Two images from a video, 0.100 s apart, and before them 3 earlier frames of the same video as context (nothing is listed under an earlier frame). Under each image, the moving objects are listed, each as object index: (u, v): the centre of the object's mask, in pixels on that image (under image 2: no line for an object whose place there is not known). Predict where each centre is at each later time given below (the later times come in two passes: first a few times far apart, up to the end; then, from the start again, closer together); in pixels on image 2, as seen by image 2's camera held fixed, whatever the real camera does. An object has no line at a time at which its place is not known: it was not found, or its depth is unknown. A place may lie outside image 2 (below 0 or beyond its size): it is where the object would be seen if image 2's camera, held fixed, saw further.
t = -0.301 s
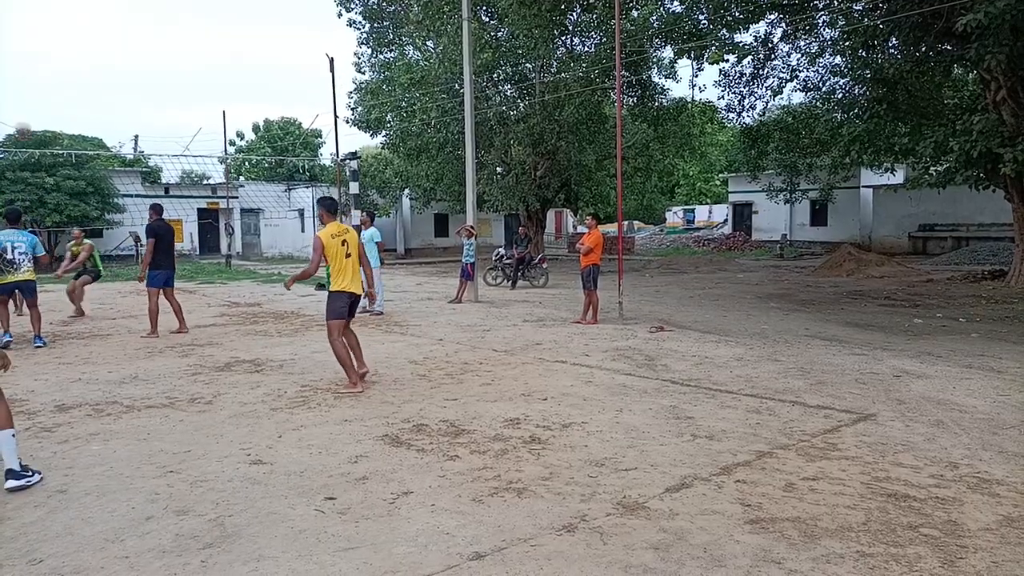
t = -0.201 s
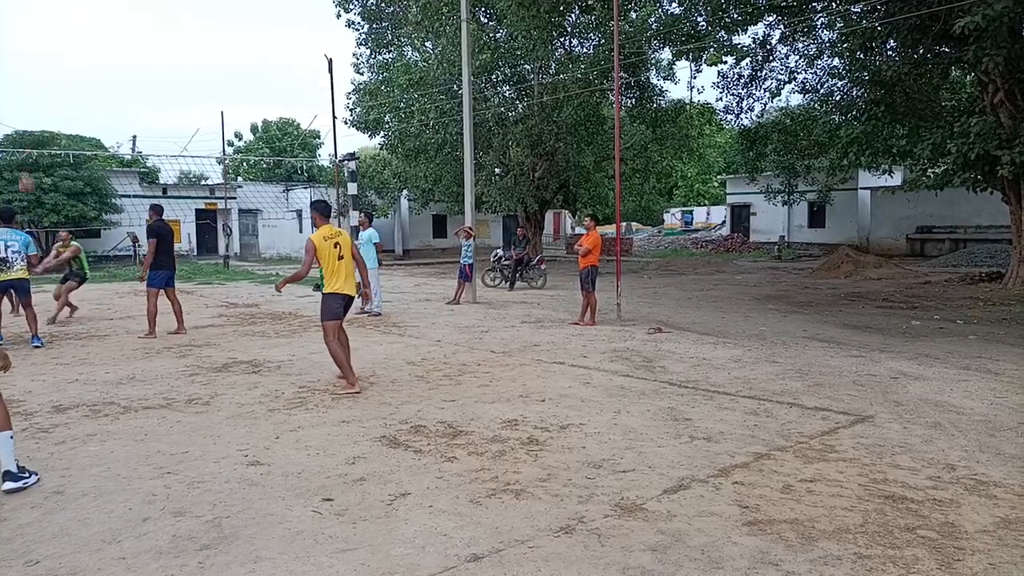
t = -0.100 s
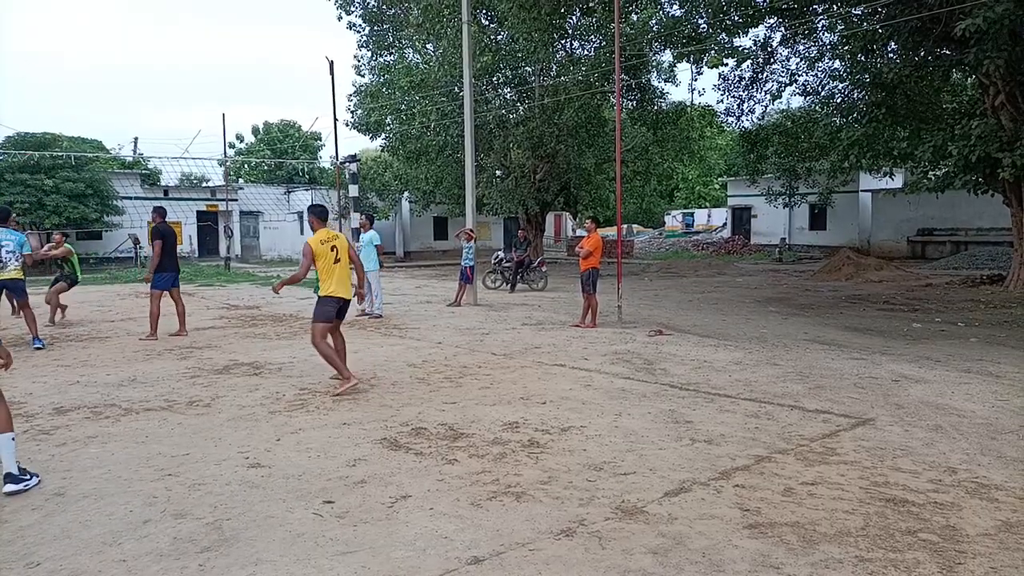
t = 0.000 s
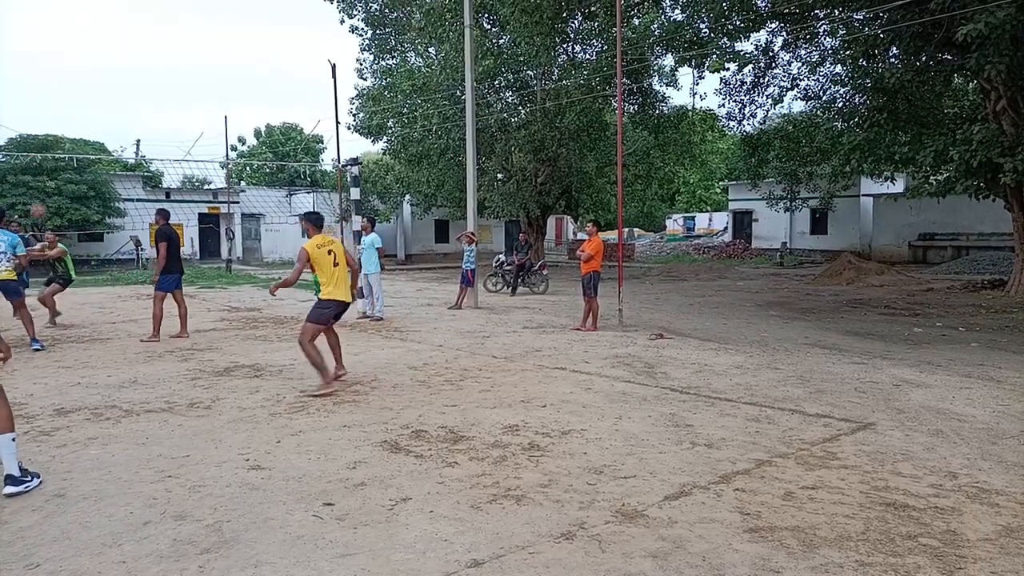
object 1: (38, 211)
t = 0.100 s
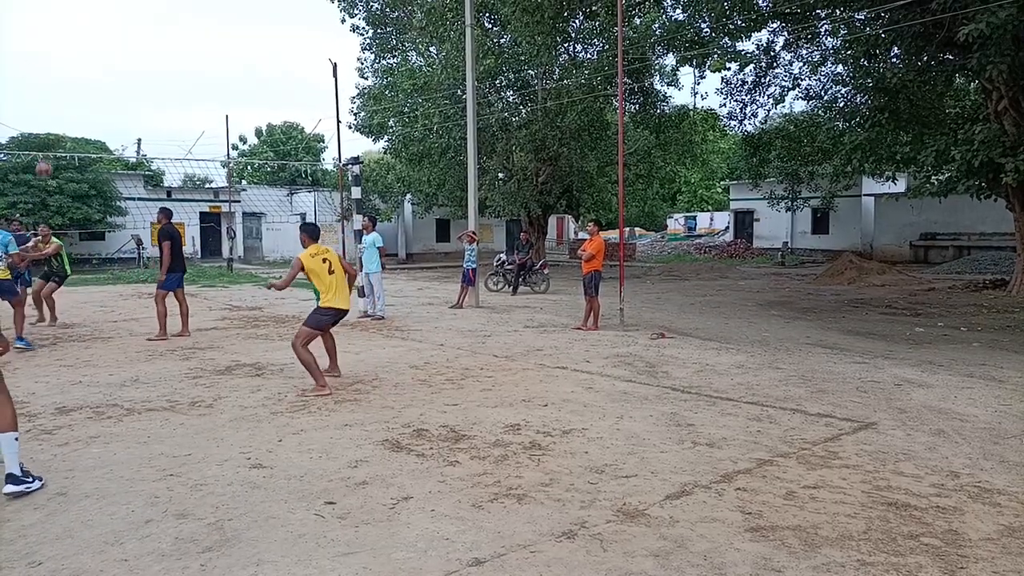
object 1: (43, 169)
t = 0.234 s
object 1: (52, 120)
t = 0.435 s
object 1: (67, 64)
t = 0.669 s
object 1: (91, 31)
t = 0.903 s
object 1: (124, 46)
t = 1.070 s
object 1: (156, 98)
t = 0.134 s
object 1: (45, 154)
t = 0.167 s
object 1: (47, 143)
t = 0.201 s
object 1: (50, 132)
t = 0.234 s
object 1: (52, 120)
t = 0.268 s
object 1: (54, 109)
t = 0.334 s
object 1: (59, 89)
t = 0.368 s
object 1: (62, 80)
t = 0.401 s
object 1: (64, 72)
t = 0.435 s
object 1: (67, 64)
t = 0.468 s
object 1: (70, 57)
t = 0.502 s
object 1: (73, 51)
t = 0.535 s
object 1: (76, 45)
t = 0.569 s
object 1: (79, 40)
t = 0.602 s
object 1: (83, 36)
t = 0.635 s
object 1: (87, 33)
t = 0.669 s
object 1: (91, 31)
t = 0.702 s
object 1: (95, 30)
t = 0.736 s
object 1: (99, 30)
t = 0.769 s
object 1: (104, 31)
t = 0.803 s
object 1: (109, 33)
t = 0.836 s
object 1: (113, 36)
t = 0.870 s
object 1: (118, 41)
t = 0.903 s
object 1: (124, 46)
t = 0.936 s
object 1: (130, 54)
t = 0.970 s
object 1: (136, 62)
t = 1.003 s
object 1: (142, 73)
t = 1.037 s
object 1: (149, 84)
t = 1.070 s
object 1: (156, 98)
